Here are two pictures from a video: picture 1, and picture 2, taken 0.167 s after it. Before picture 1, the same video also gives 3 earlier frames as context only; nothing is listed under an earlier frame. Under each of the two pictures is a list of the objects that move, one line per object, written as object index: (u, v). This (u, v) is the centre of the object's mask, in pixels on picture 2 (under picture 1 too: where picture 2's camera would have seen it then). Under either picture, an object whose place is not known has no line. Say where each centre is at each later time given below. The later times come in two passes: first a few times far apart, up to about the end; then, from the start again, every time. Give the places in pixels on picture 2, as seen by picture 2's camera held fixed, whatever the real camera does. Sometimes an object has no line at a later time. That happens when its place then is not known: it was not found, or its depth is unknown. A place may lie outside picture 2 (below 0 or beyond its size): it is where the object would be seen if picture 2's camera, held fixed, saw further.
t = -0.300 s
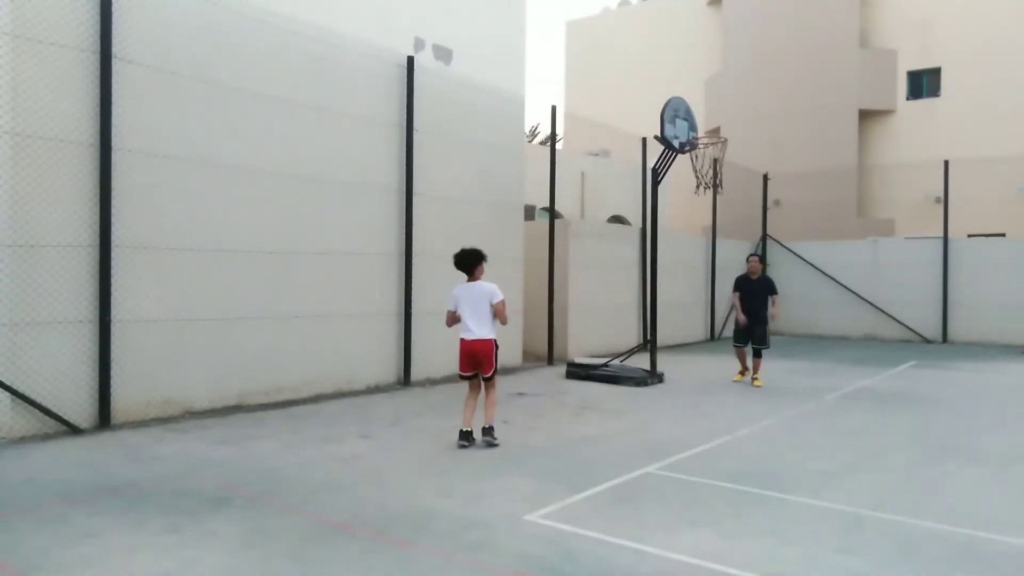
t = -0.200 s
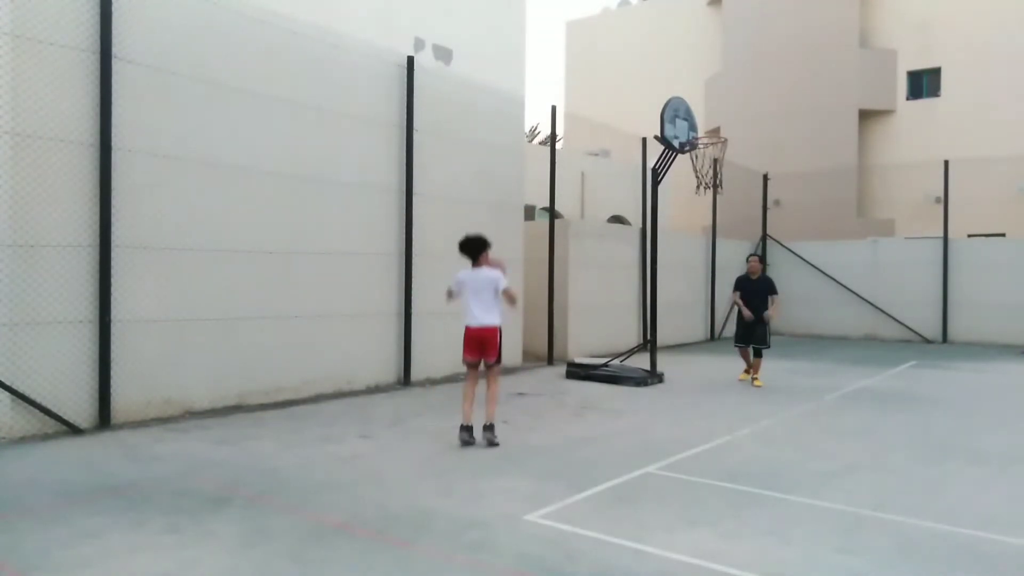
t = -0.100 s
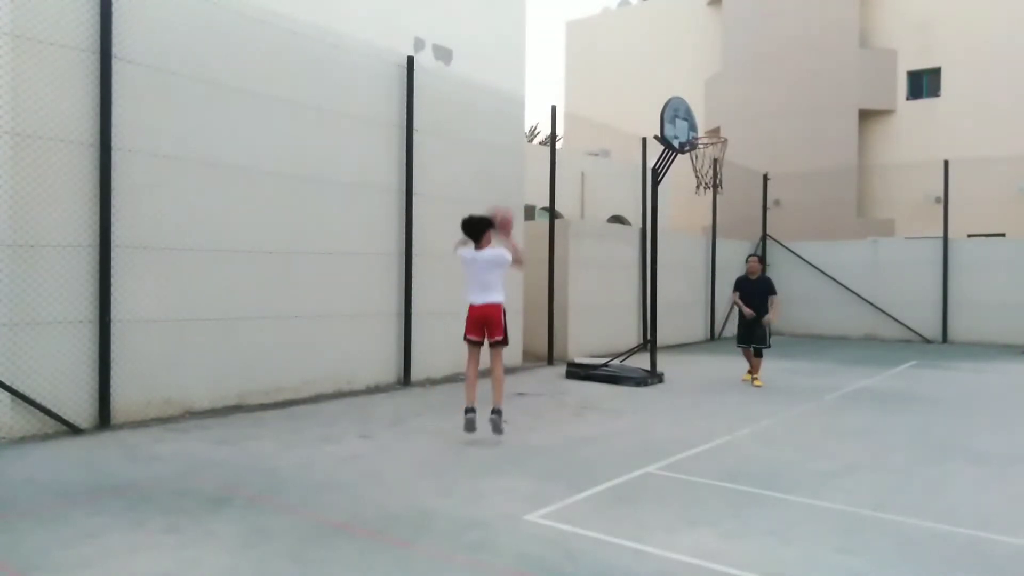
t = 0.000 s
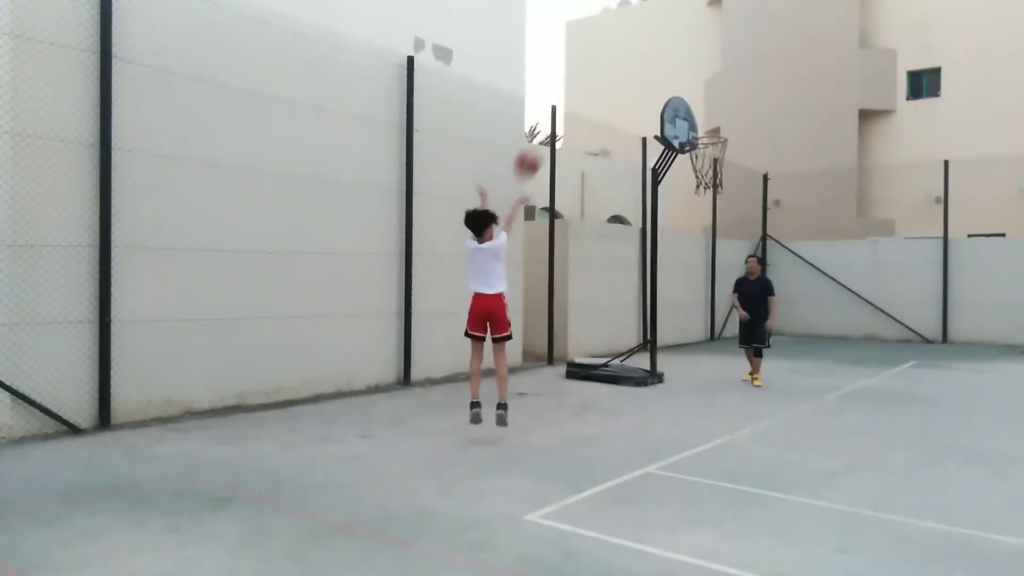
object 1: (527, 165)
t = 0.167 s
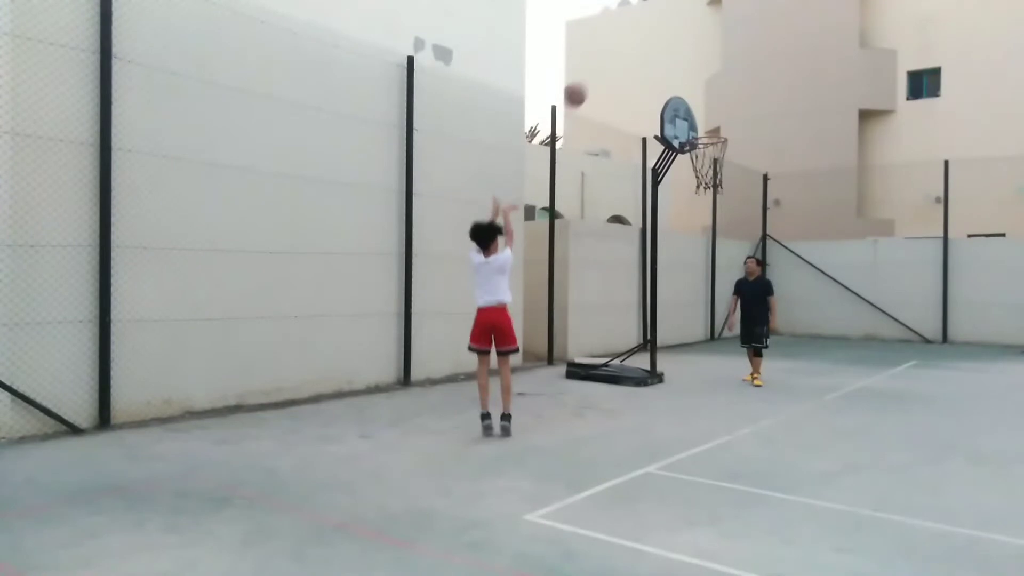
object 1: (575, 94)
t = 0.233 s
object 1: (591, 78)
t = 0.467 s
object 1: (641, 58)
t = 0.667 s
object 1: (678, 81)
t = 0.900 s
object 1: (712, 137)
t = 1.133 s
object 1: (734, 175)
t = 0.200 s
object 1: (583, 85)
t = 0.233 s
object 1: (591, 78)
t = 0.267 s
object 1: (599, 71)
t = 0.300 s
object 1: (606, 66)
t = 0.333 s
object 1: (613, 63)
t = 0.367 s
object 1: (621, 60)
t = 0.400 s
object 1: (628, 58)
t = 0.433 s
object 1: (635, 57)
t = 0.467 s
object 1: (641, 58)
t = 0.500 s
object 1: (648, 60)
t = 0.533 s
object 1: (654, 62)
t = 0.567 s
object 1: (660, 66)
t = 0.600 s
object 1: (666, 70)
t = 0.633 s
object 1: (672, 75)
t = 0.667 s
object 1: (678, 81)
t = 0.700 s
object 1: (683, 87)
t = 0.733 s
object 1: (689, 95)
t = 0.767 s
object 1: (694, 103)
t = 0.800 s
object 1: (699, 112)
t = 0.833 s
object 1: (703, 121)
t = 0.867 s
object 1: (708, 131)
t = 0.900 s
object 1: (712, 137)
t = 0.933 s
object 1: (715, 140)
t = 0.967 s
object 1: (718, 144)
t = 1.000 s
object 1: (722, 149)
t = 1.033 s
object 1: (725, 153)
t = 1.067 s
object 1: (729, 160)
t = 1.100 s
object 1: (731, 167)
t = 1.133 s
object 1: (734, 175)
